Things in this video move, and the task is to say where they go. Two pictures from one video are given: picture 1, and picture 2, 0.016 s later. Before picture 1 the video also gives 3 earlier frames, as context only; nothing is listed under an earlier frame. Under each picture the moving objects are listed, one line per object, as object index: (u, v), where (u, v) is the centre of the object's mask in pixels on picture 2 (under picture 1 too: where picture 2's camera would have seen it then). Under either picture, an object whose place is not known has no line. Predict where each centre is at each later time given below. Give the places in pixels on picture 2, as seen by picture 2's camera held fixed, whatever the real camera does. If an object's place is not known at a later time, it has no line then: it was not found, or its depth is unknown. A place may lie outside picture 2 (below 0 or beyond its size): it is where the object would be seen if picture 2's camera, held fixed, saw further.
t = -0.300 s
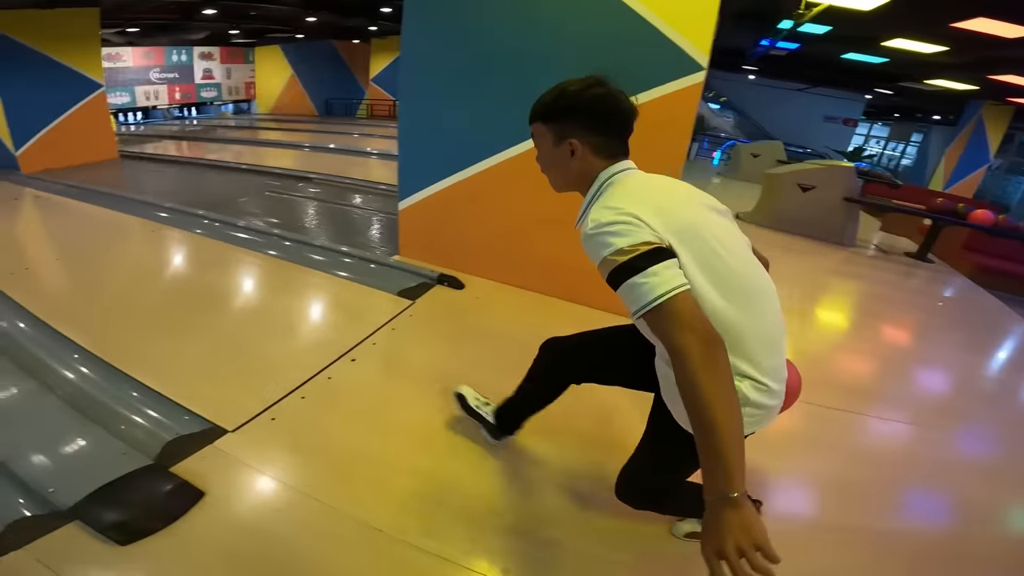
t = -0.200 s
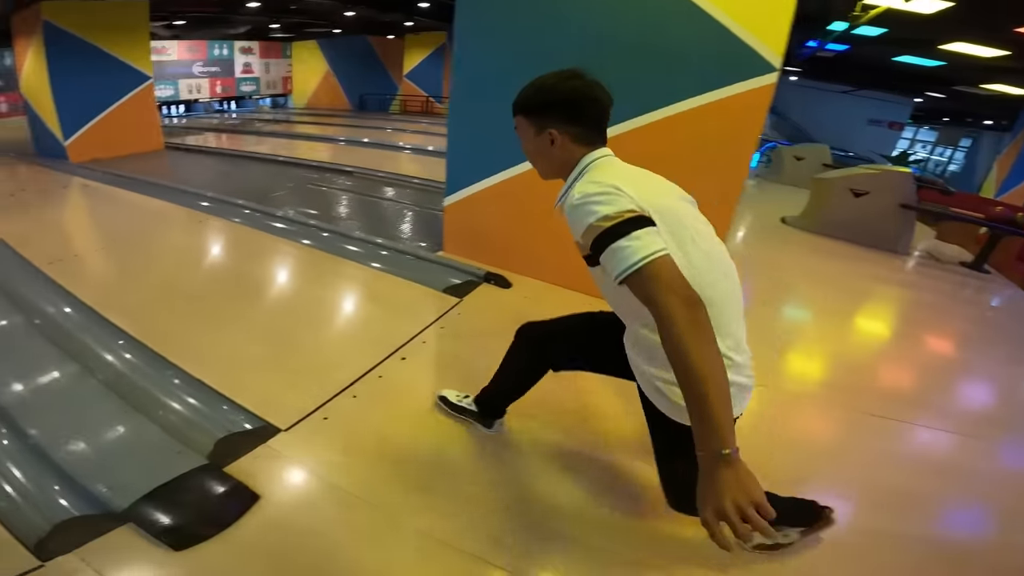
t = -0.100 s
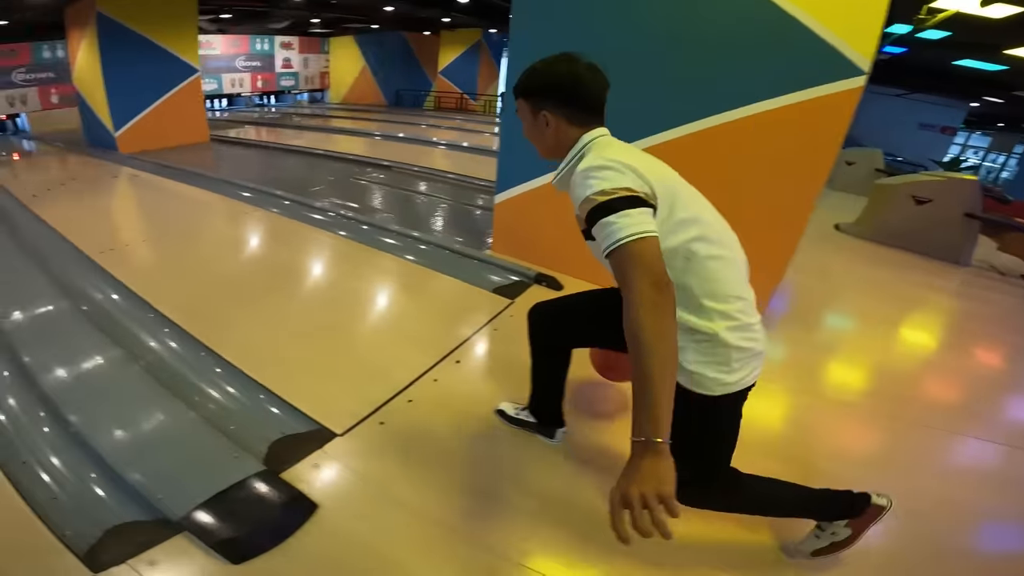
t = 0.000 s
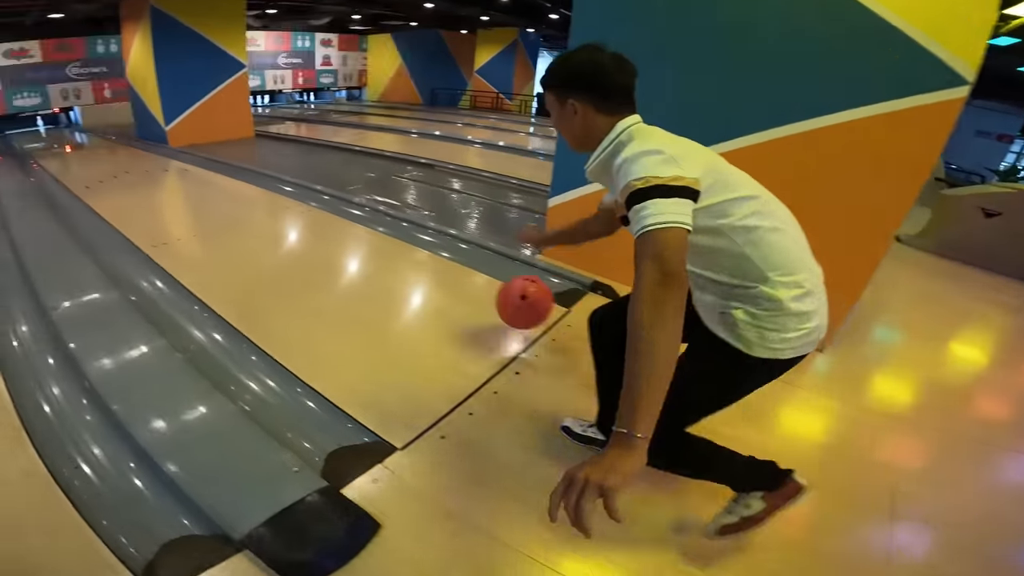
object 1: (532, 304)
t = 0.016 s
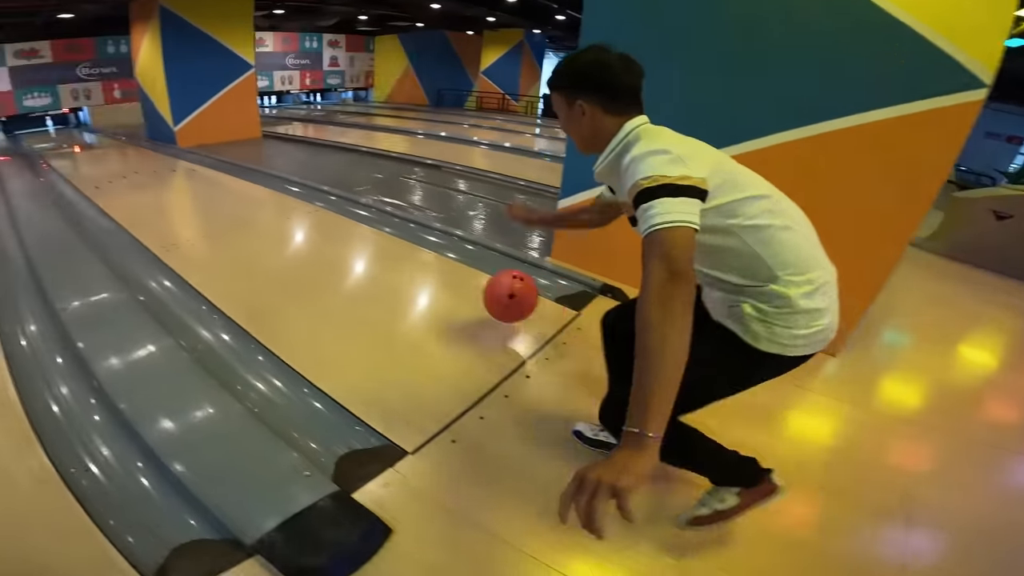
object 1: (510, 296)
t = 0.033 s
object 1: (491, 290)
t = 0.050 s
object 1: (472, 284)
